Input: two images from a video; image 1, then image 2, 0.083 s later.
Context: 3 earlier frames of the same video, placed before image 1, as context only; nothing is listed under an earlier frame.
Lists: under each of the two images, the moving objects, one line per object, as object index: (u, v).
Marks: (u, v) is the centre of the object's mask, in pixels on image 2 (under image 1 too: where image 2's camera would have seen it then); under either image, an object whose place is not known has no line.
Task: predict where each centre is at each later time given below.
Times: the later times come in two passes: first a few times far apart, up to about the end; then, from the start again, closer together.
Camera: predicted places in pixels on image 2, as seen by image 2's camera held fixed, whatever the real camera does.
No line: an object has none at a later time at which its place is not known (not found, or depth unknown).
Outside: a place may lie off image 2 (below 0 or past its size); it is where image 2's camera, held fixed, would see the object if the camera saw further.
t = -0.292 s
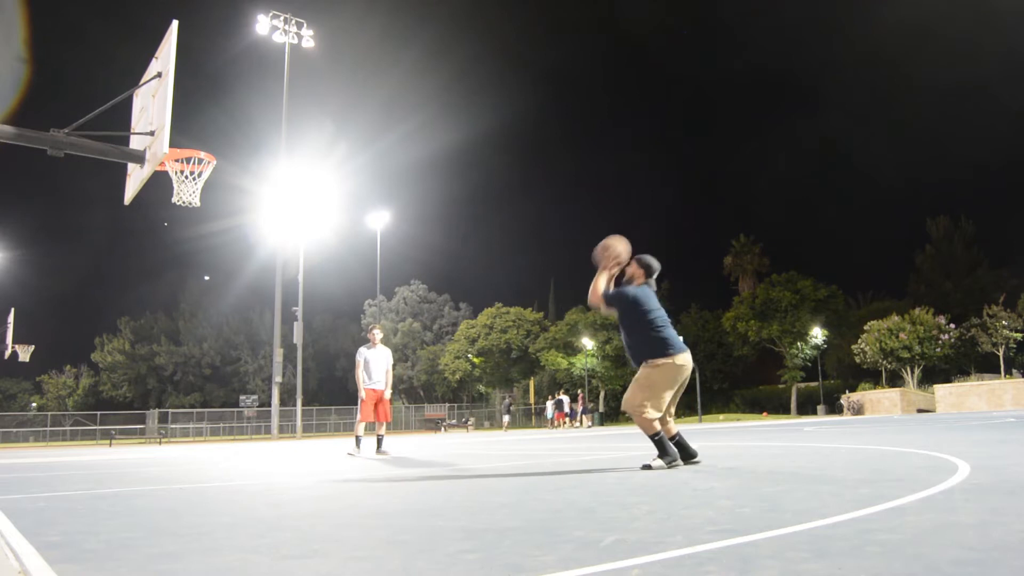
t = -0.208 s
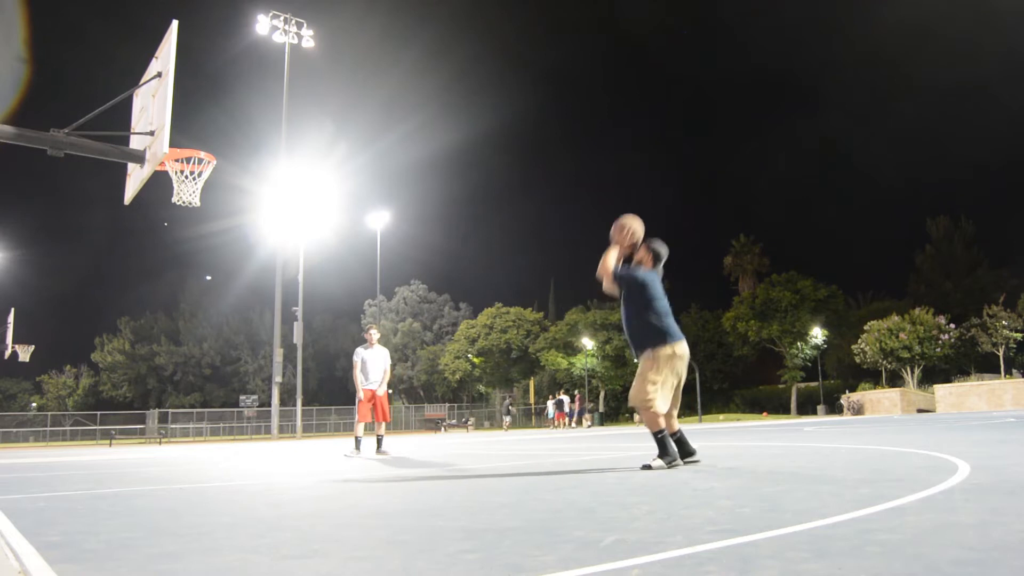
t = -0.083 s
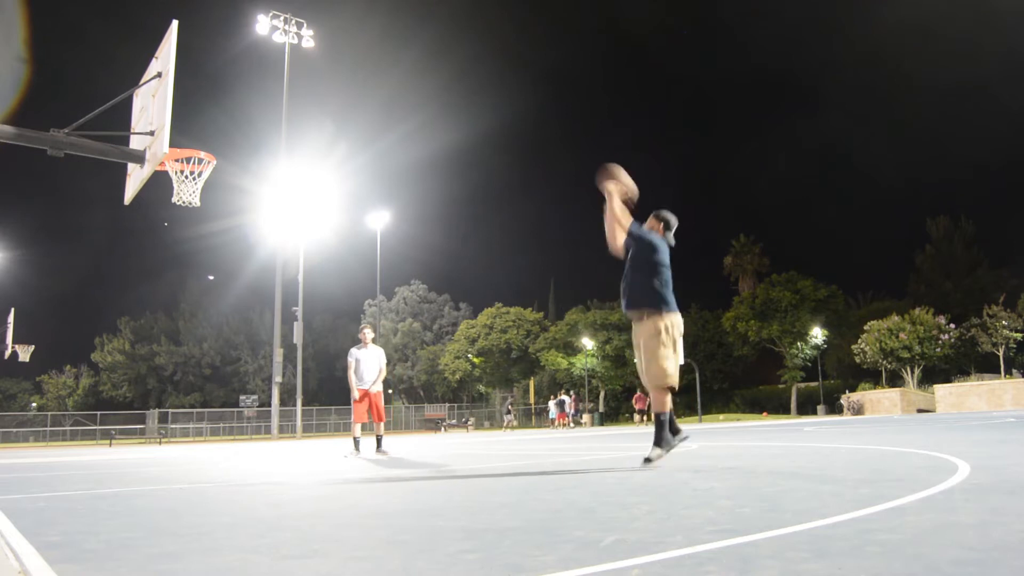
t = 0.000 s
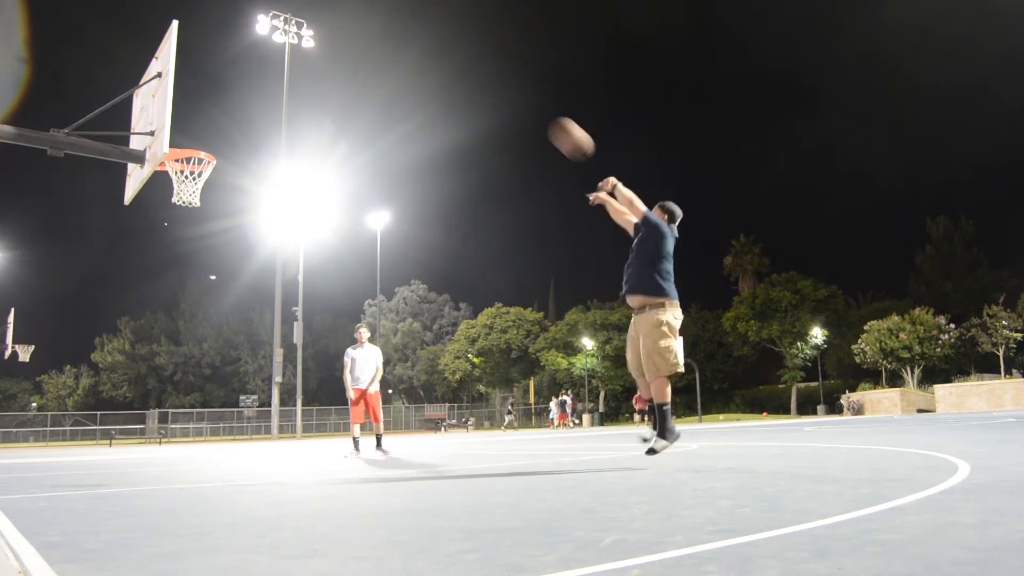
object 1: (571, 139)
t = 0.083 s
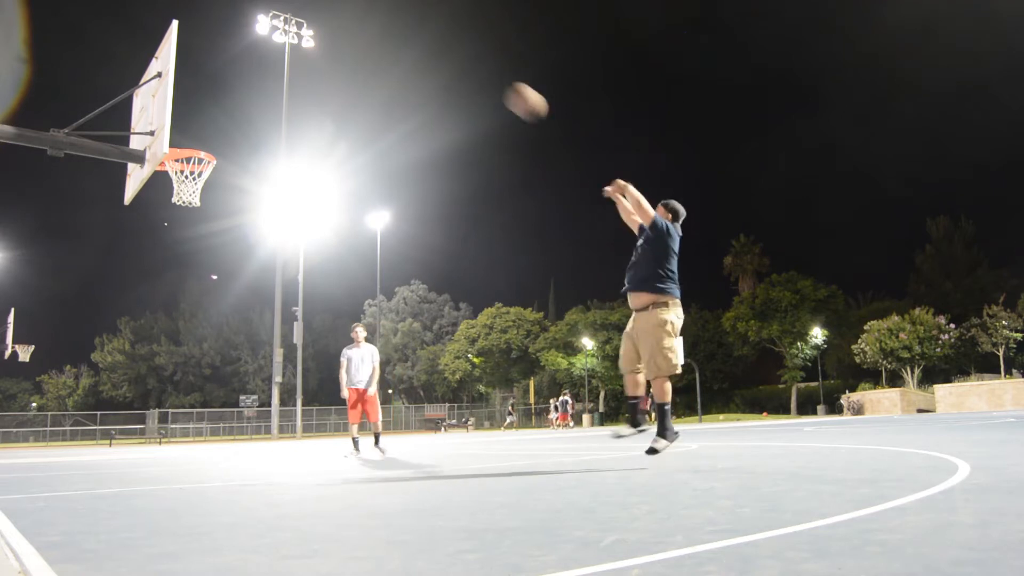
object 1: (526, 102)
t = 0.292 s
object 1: (423, 49)
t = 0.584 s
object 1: (301, 58)
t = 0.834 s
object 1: (202, 127)
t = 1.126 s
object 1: (200, 192)
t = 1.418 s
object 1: (177, 202)
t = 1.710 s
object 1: (135, 290)
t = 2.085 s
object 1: (84, 410)
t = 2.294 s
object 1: (71, 330)
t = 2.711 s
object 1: (38, 313)
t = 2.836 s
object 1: (27, 344)
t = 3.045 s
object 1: (7, 438)
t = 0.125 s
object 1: (504, 87)
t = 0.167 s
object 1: (483, 74)
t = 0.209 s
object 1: (462, 64)
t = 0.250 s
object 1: (443, 55)
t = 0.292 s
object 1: (423, 49)
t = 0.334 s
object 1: (404, 45)
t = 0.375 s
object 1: (386, 42)
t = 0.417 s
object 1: (368, 42)
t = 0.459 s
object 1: (351, 42)
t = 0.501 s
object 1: (330, 46)
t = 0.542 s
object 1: (316, 51)
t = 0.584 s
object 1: (301, 58)
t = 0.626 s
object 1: (282, 64)
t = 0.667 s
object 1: (266, 73)
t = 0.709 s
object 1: (250, 84)
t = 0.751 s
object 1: (234, 96)
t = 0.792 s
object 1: (218, 111)
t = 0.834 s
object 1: (202, 127)
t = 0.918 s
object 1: (180, 163)
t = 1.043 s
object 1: (191, 191)
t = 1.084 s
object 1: (197, 190)
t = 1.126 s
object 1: (200, 192)
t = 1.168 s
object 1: (200, 193)
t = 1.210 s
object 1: (200, 195)
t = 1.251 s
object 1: (195, 194)
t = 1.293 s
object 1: (190, 196)
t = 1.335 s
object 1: (187, 198)
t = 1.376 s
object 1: (183, 199)
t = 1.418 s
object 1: (177, 202)
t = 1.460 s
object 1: (172, 209)
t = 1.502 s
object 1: (166, 217)
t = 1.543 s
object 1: (160, 228)
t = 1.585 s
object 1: (154, 240)
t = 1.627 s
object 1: (148, 254)
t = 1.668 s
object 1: (142, 271)
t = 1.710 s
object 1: (135, 290)
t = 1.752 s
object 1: (128, 310)
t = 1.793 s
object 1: (122, 332)
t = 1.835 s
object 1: (115, 358)
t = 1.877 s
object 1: (107, 387)
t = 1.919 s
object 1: (102, 413)
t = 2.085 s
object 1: (84, 410)
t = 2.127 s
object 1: (82, 392)
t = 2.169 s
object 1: (79, 373)
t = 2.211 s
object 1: (77, 357)
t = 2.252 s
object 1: (74, 342)
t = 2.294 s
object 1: (71, 330)
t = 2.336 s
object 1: (69, 320)
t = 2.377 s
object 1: (65, 312)
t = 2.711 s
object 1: (38, 313)
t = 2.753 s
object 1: (34, 322)
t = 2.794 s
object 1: (31, 331)
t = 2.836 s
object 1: (27, 344)
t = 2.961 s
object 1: (13, 395)
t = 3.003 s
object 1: (11, 414)
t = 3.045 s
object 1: (7, 438)
